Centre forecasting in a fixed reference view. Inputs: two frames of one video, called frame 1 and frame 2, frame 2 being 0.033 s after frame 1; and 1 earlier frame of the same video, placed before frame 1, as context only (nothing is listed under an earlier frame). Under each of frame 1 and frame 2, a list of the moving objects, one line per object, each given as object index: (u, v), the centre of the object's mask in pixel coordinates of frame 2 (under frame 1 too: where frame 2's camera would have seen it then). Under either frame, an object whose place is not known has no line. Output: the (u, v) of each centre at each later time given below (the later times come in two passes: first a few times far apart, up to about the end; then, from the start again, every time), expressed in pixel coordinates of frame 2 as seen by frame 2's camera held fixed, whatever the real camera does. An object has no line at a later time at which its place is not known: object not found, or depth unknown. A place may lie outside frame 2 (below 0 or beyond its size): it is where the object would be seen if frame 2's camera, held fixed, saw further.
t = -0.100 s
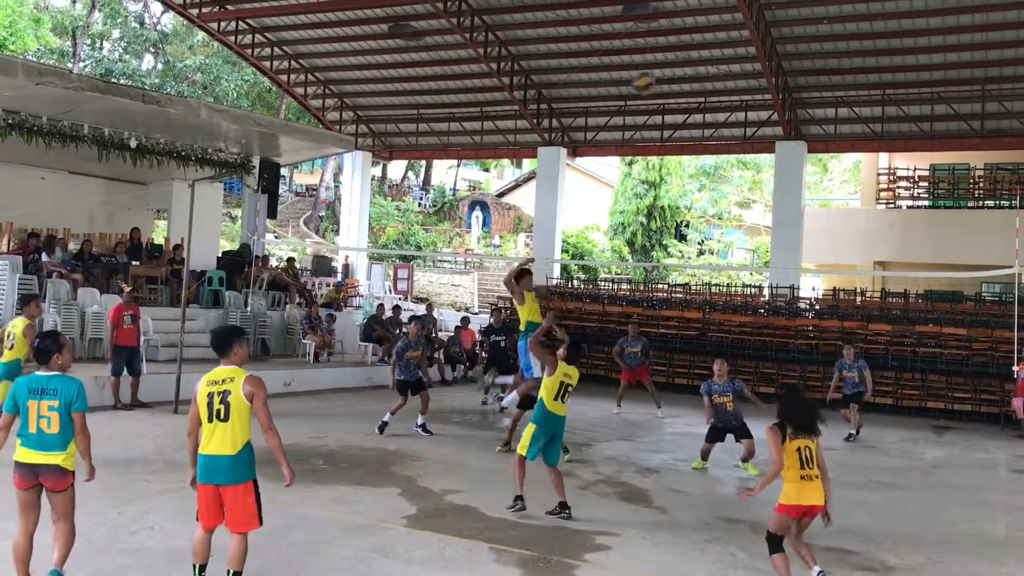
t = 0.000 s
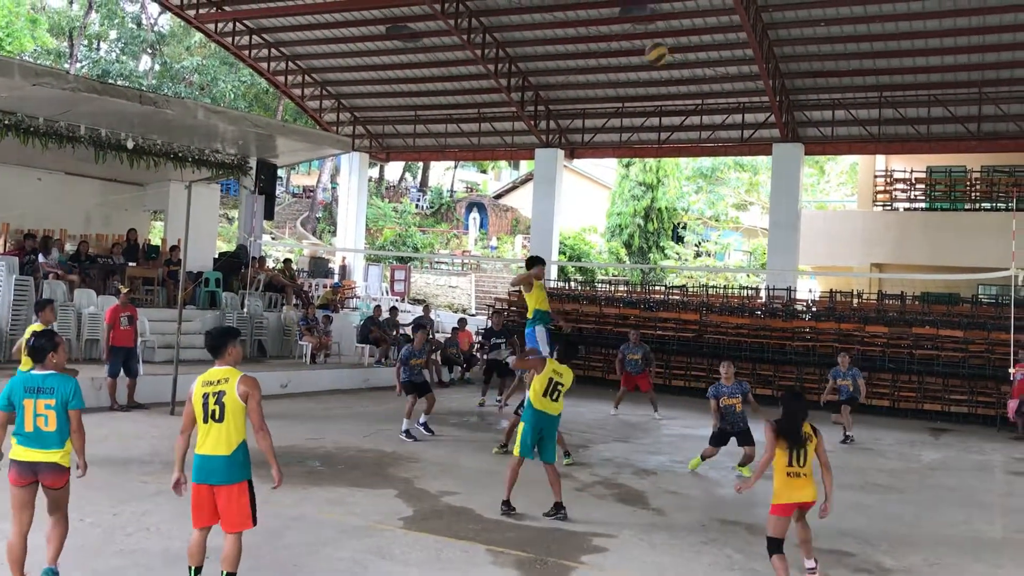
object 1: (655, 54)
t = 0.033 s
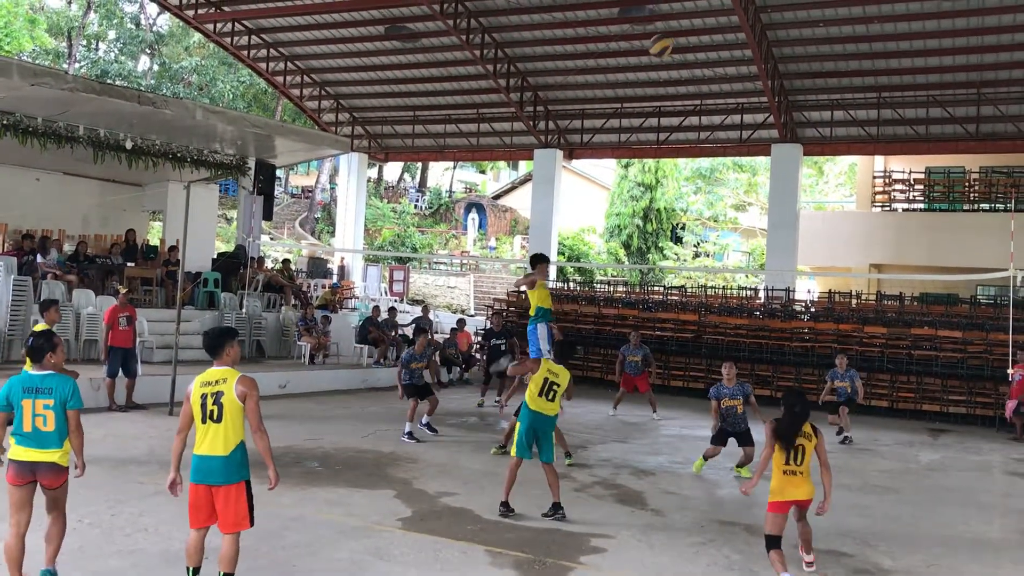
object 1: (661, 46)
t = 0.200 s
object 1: (683, 22)
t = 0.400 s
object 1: (708, 32)
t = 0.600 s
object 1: (731, 86)
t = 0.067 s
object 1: (665, 39)
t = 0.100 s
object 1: (669, 34)
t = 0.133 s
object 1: (674, 28)
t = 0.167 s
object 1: (678, 25)
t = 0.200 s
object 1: (683, 22)
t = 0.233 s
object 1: (687, 21)
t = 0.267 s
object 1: (691, 20)
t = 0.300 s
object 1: (696, 22)
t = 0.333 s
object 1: (699, 25)
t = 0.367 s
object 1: (704, 28)
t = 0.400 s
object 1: (708, 32)
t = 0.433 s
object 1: (712, 38)
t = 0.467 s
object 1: (716, 45)
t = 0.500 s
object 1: (719, 51)
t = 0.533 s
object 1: (723, 63)
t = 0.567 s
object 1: (727, 73)
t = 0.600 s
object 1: (731, 86)
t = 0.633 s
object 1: (734, 98)
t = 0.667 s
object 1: (737, 112)
